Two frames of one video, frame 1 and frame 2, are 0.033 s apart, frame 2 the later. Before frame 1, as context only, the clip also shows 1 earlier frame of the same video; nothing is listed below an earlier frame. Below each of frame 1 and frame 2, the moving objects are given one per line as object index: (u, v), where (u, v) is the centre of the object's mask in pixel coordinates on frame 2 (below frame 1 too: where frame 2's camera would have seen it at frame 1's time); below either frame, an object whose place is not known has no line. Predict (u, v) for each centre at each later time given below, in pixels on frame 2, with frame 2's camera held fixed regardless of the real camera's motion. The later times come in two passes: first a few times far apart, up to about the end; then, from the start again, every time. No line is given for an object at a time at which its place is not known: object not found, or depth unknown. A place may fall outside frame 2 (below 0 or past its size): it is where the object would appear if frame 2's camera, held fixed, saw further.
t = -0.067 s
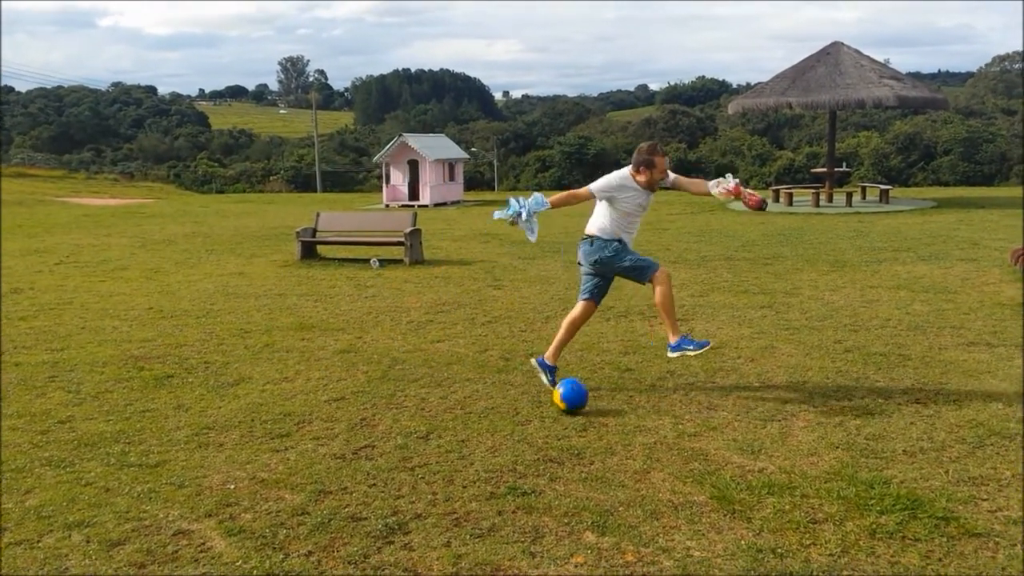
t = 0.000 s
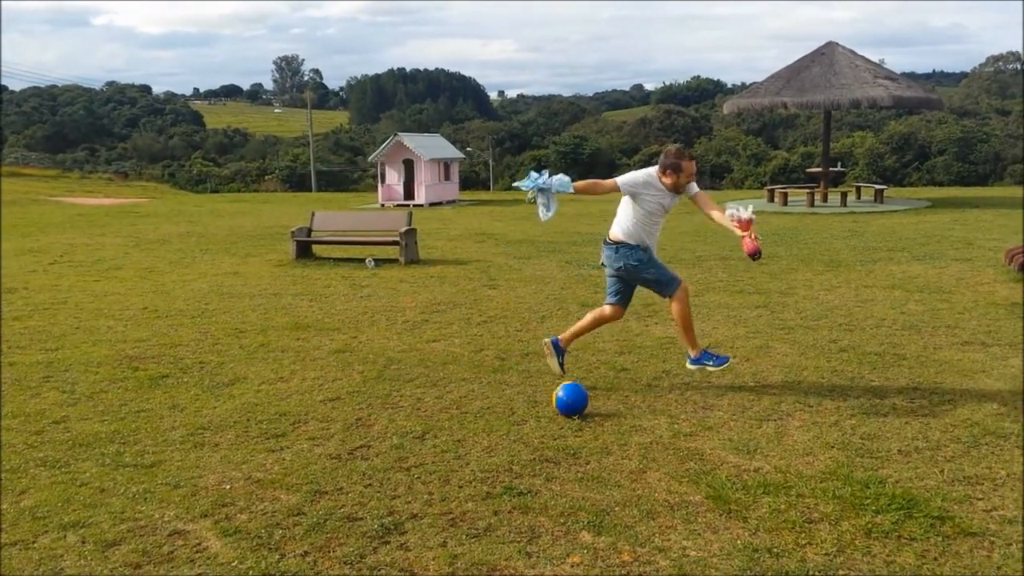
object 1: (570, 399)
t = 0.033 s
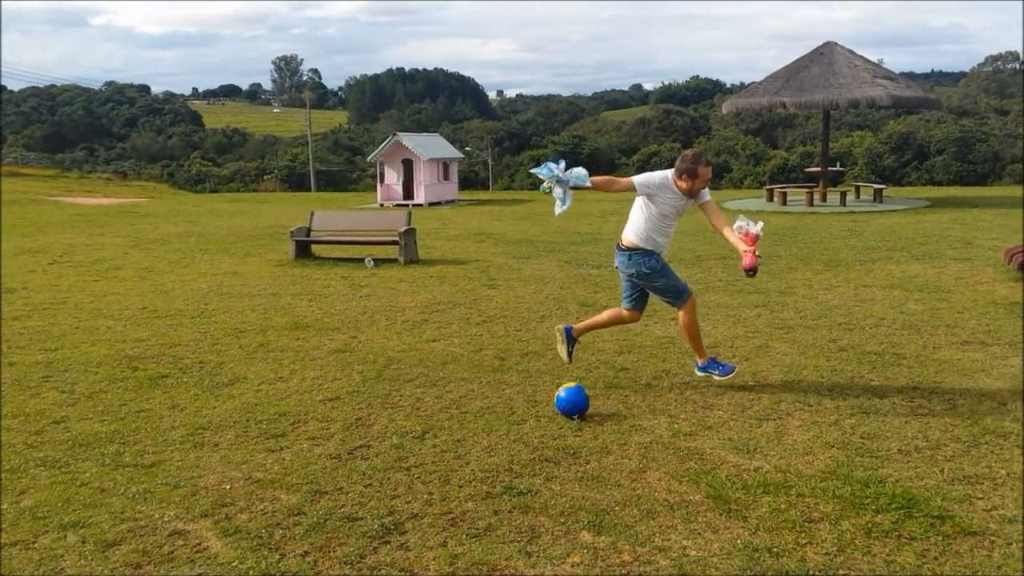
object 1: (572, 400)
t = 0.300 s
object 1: (590, 410)
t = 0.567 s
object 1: (608, 417)
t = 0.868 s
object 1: (628, 420)
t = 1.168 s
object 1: (644, 421)
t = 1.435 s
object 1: (655, 425)
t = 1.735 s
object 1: (663, 429)
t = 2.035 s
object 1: (665, 432)
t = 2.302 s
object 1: (666, 432)
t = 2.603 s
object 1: (666, 433)
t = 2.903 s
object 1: (666, 432)
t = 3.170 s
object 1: (666, 432)
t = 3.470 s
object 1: (666, 433)
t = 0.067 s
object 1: (573, 401)
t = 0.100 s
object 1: (576, 402)
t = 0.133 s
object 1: (578, 404)
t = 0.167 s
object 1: (580, 406)
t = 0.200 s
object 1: (582, 408)
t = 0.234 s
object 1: (584, 408)
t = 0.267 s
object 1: (588, 409)
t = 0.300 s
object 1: (590, 410)
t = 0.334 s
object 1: (592, 411)
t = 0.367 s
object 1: (595, 412)
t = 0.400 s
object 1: (597, 412)
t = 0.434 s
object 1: (599, 413)
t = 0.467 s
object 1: (601, 414)
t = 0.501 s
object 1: (603, 416)
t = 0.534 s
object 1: (606, 417)
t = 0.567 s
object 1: (608, 417)
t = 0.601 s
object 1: (611, 417)
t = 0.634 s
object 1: (613, 418)
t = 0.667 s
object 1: (615, 419)
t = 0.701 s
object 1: (618, 419)
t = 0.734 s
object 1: (620, 419)
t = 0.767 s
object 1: (622, 419)
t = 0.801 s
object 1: (625, 420)
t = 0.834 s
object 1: (627, 420)
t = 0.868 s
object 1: (628, 420)
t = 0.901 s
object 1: (630, 420)
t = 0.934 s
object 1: (632, 420)
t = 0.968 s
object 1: (633, 421)
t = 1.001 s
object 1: (636, 421)
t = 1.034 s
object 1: (638, 421)
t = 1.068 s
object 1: (640, 421)
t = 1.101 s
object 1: (640, 421)
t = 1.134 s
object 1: (641, 421)
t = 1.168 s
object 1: (644, 421)
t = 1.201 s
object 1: (646, 422)
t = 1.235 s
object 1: (647, 422)
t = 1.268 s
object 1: (649, 422)
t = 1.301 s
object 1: (650, 423)
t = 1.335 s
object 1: (651, 423)
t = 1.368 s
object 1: (653, 423)
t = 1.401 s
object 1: (654, 424)
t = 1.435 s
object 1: (655, 425)
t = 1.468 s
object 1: (656, 426)
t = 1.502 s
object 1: (657, 426)
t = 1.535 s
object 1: (658, 427)
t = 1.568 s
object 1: (659, 427)
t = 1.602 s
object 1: (660, 428)
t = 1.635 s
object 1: (661, 428)
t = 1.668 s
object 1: (662, 429)
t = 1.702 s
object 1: (662, 429)
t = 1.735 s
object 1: (663, 429)
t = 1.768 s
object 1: (664, 430)
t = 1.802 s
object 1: (664, 430)
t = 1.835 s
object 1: (665, 431)
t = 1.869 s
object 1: (665, 431)
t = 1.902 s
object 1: (665, 431)
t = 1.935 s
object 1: (665, 431)
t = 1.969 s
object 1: (665, 432)
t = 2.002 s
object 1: (665, 432)
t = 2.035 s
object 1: (665, 432)
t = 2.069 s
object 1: (665, 432)
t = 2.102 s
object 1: (665, 432)
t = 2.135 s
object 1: (665, 432)
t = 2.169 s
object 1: (665, 432)
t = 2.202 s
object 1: (666, 432)
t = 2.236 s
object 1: (665, 432)
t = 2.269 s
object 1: (666, 432)
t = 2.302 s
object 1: (666, 432)
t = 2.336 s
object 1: (666, 432)
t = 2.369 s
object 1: (666, 432)
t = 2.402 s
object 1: (666, 432)
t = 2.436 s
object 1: (666, 432)
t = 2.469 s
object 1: (666, 432)
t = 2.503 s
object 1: (666, 432)
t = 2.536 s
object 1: (666, 433)
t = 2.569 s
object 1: (666, 433)
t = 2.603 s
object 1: (666, 433)
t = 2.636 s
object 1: (666, 433)
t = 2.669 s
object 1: (666, 433)
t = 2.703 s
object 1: (666, 432)
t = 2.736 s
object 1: (666, 432)
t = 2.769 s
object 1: (666, 432)
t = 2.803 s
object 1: (666, 432)
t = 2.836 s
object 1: (666, 432)
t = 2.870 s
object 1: (666, 432)
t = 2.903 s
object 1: (666, 432)
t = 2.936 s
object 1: (666, 432)
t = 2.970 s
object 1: (666, 433)
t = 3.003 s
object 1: (666, 432)
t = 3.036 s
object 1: (666, 433)
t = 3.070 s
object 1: (666, 433)
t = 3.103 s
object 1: (666, 433)
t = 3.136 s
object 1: (666, 433)
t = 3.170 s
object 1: (666, 432)
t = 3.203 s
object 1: (666, 432)
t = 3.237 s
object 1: (666, 433)
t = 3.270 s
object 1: (666, 432)
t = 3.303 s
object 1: (666, 433)
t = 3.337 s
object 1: (666, 432)
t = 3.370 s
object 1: (666, 432)
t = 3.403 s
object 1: (666, 433)
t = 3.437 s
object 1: (666, 433)
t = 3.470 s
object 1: (666, 433)
